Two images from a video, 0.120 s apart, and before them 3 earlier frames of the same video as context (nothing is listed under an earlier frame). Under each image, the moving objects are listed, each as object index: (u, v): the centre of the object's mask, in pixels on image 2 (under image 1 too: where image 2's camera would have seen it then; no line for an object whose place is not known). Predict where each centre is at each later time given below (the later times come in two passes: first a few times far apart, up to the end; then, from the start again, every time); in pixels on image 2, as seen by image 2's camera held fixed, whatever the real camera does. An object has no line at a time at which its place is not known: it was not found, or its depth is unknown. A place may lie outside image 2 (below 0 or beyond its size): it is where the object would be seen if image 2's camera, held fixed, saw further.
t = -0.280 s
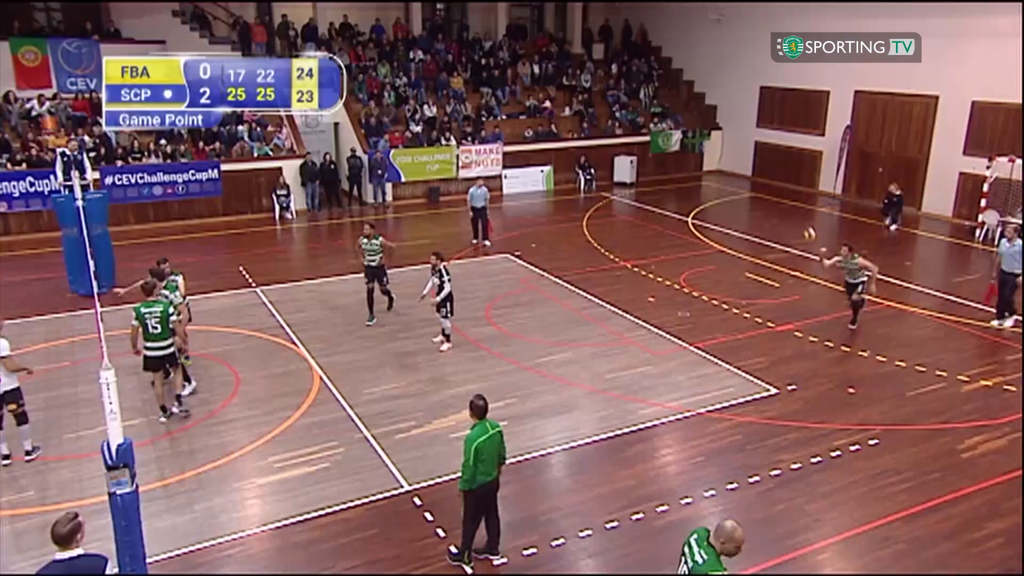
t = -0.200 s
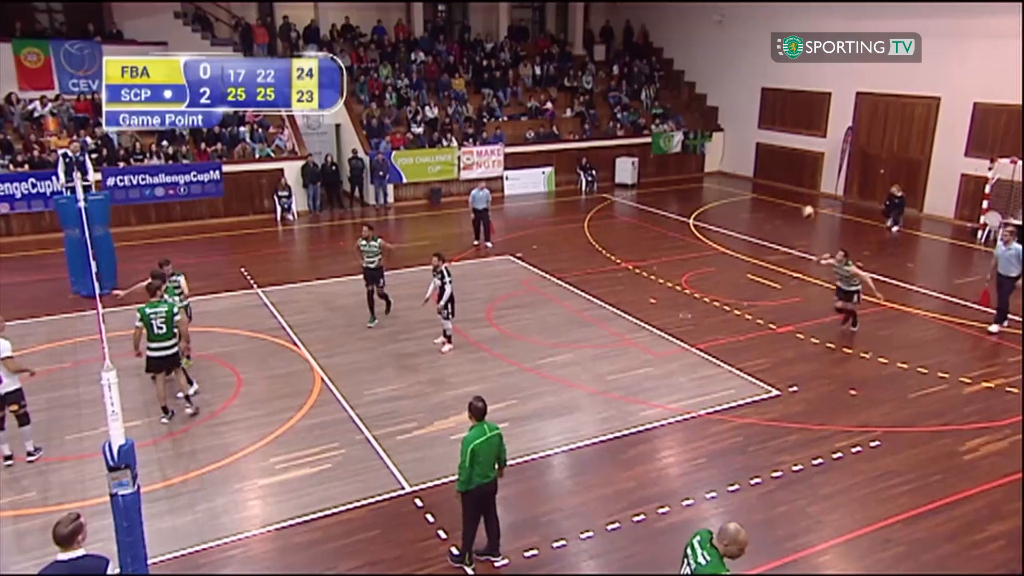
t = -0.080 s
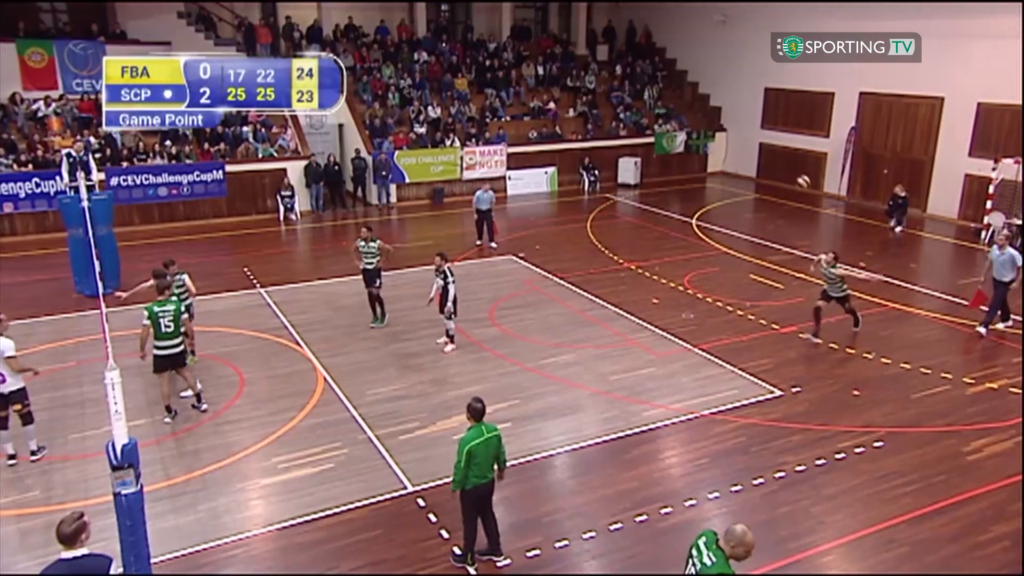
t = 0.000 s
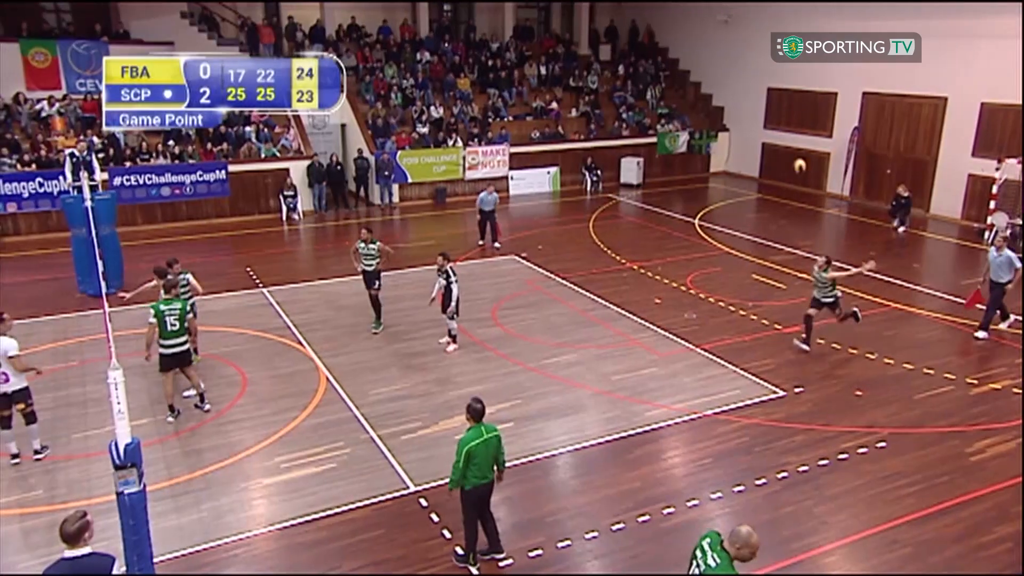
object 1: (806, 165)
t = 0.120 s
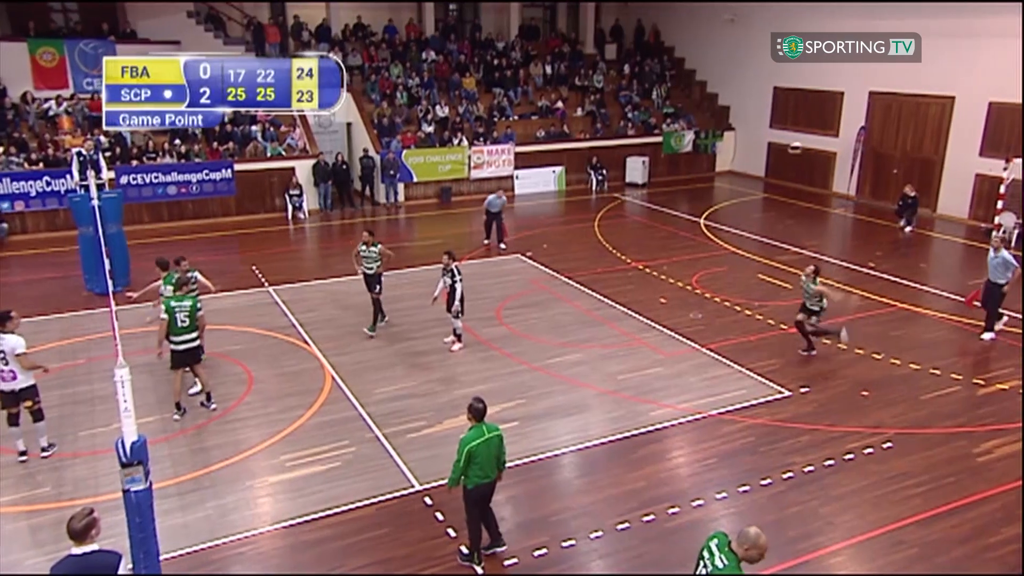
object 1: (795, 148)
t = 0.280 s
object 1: (778, 136)
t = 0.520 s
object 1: (748, 153)
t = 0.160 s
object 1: (792, 144)
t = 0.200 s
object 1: (787, 141)
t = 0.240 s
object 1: (783, 139)
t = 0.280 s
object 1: (778, 136)
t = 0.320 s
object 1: (773, 138)
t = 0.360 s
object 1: (768, 138)
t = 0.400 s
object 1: (764, 140)
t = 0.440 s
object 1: (759, 144)
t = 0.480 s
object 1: (754, 149)
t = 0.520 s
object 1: (748, 153)
